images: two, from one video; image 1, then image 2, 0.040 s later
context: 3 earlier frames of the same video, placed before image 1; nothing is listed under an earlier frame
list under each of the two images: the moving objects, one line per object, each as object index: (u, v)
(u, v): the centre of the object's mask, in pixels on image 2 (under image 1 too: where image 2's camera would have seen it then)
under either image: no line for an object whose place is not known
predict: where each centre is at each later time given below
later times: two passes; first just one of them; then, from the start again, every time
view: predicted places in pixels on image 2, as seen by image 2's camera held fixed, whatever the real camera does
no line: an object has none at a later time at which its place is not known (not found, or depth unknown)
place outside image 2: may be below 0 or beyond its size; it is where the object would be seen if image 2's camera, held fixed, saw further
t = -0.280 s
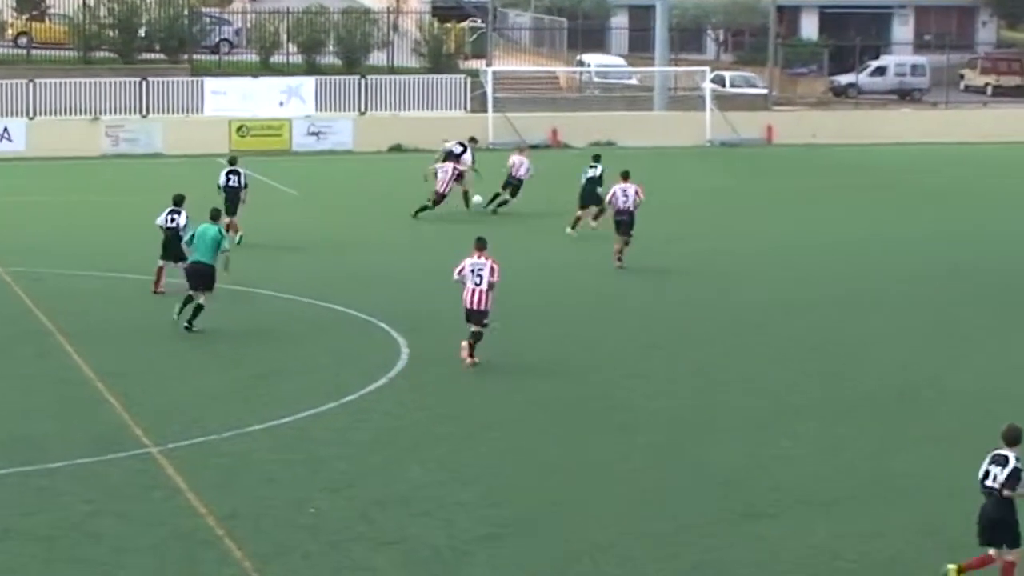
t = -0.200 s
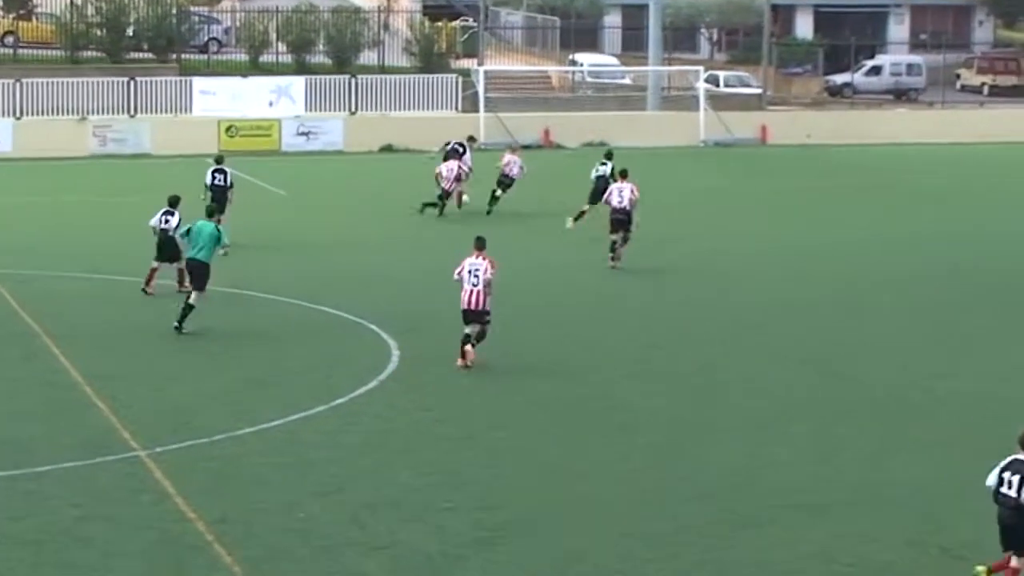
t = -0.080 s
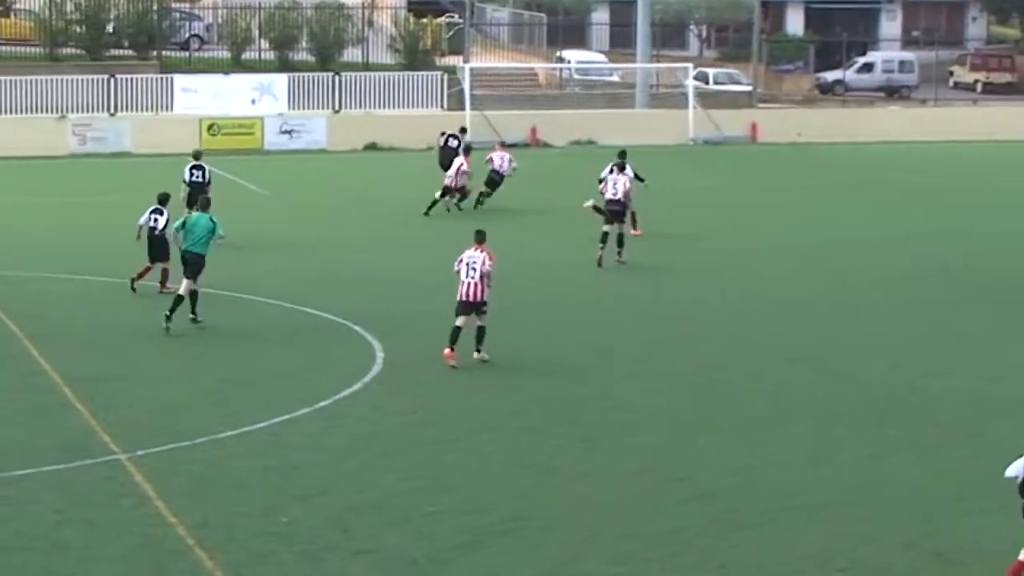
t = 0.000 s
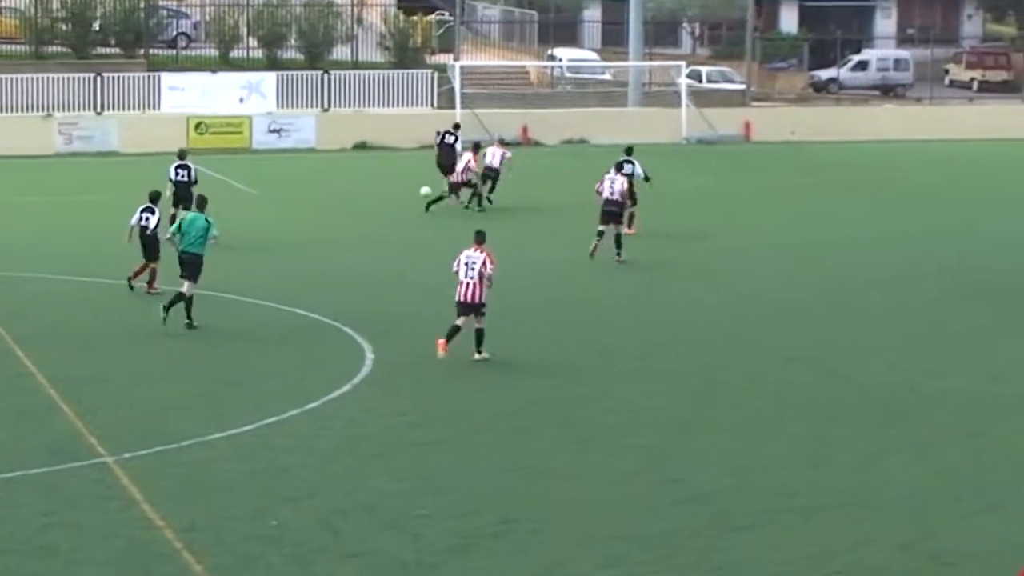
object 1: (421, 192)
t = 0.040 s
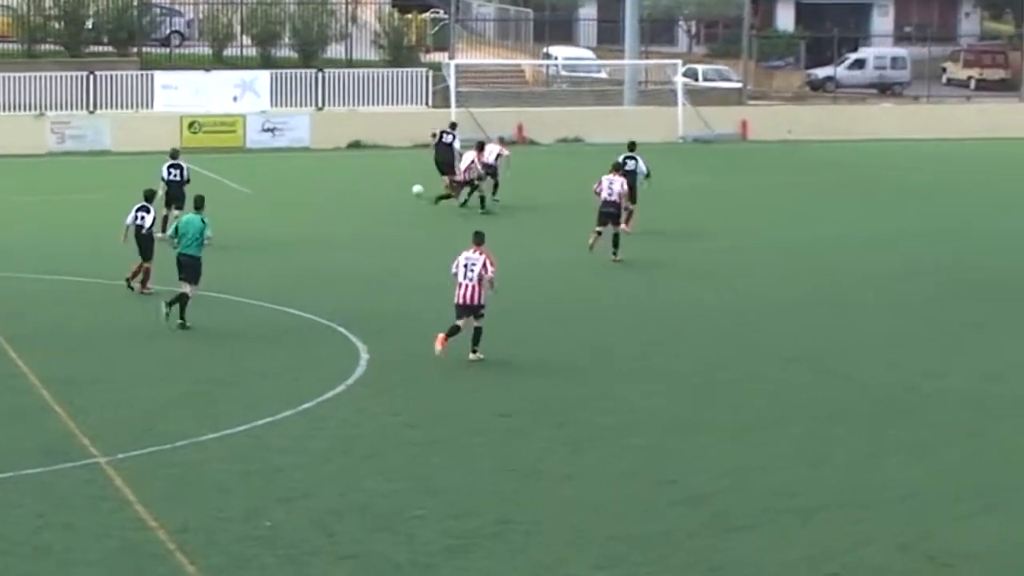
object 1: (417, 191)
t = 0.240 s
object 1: (398, 187)
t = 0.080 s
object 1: (414, 190)
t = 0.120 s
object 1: (409, 192)
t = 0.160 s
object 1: (406, 189)
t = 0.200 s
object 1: (402, 186)
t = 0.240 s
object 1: (398, 187)
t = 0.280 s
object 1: (394, 185)
